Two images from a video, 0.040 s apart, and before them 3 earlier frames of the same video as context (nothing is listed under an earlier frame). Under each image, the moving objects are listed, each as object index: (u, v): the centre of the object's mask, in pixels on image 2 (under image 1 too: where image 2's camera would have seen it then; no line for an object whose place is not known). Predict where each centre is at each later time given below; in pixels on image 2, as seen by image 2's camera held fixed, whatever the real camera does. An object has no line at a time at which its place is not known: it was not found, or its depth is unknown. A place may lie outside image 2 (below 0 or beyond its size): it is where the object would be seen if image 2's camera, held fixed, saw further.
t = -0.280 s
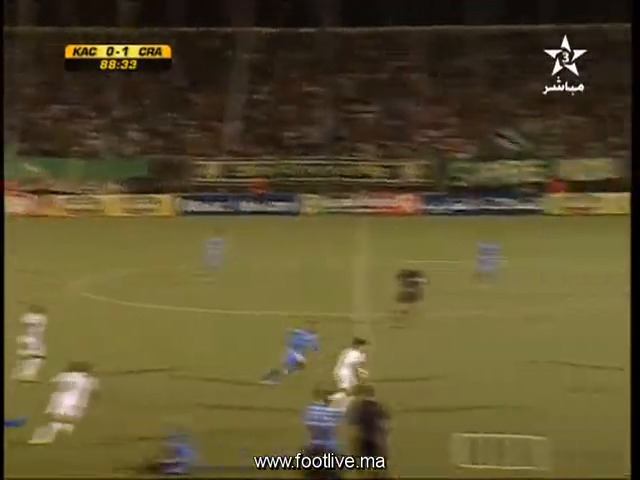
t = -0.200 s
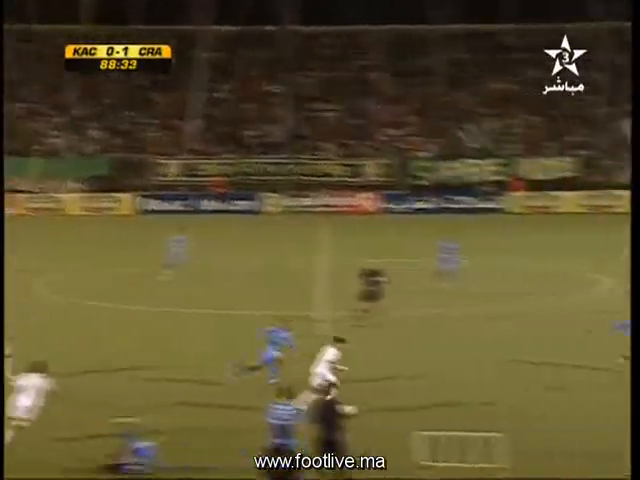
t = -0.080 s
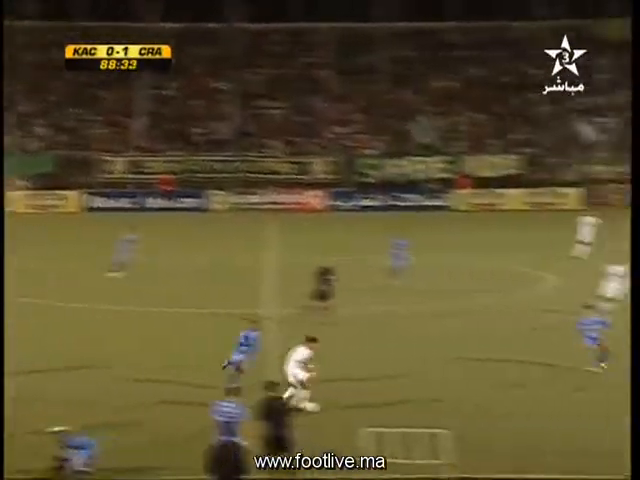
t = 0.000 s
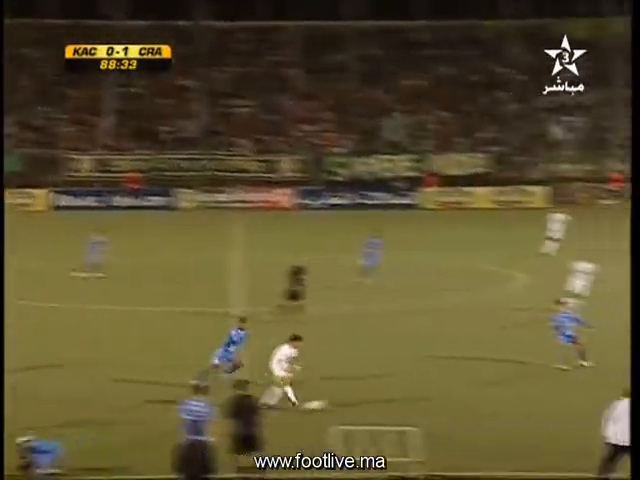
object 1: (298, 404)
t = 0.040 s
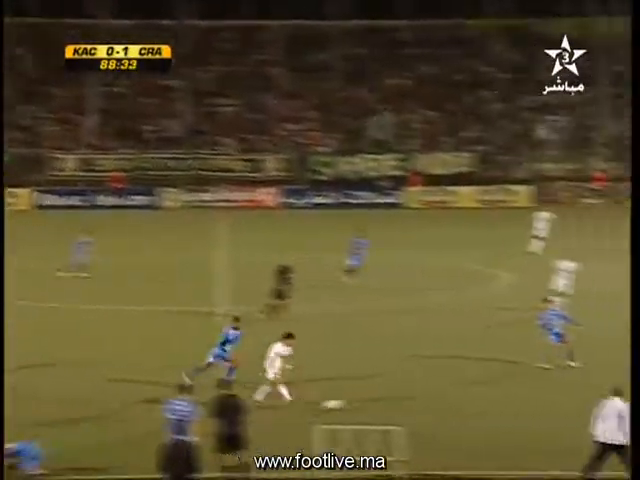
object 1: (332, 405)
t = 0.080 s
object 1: (368, 405)
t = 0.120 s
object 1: (403, 407)
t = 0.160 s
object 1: (439, 411)
